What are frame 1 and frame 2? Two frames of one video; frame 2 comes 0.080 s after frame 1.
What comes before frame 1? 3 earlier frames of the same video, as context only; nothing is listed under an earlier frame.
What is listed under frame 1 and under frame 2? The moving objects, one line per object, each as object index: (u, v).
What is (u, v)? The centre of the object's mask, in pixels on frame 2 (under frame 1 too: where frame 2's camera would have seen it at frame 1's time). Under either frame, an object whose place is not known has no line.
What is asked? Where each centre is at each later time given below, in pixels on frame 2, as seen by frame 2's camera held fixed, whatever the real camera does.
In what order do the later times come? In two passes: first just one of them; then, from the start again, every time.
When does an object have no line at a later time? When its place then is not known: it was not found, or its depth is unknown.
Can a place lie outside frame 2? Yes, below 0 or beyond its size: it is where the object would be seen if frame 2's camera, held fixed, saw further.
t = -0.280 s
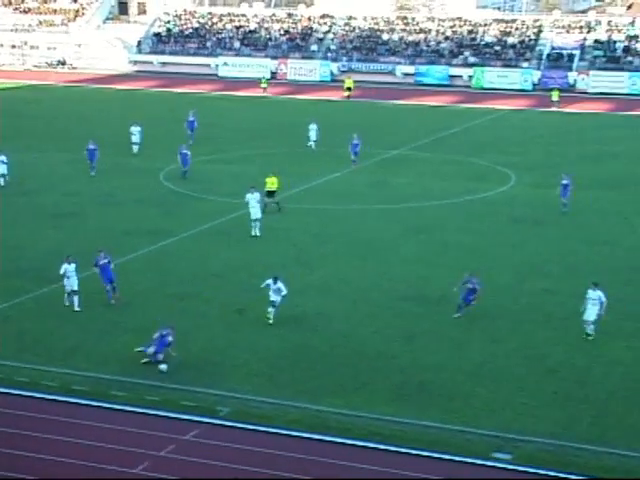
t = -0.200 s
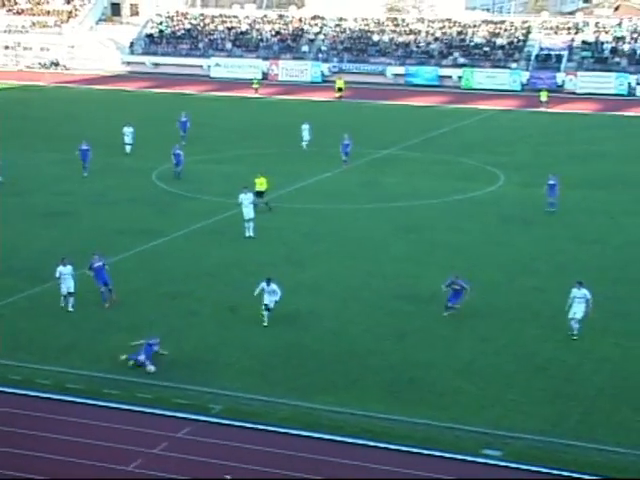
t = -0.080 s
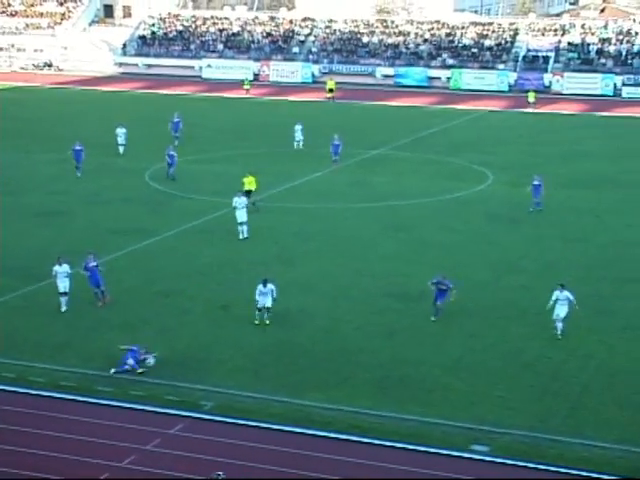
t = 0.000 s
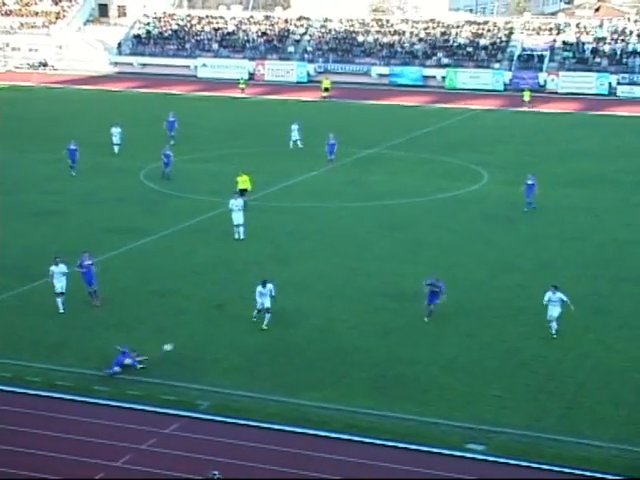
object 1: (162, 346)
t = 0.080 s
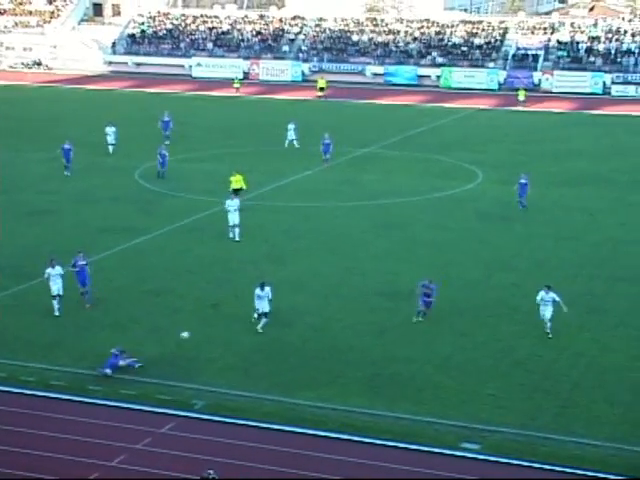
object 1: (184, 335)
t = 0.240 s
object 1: (229, 318)
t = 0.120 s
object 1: (196, 330)
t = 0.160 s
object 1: (207, 326)
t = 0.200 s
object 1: (218, 322)
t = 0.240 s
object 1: (229, 318)
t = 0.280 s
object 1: (241, 316)
